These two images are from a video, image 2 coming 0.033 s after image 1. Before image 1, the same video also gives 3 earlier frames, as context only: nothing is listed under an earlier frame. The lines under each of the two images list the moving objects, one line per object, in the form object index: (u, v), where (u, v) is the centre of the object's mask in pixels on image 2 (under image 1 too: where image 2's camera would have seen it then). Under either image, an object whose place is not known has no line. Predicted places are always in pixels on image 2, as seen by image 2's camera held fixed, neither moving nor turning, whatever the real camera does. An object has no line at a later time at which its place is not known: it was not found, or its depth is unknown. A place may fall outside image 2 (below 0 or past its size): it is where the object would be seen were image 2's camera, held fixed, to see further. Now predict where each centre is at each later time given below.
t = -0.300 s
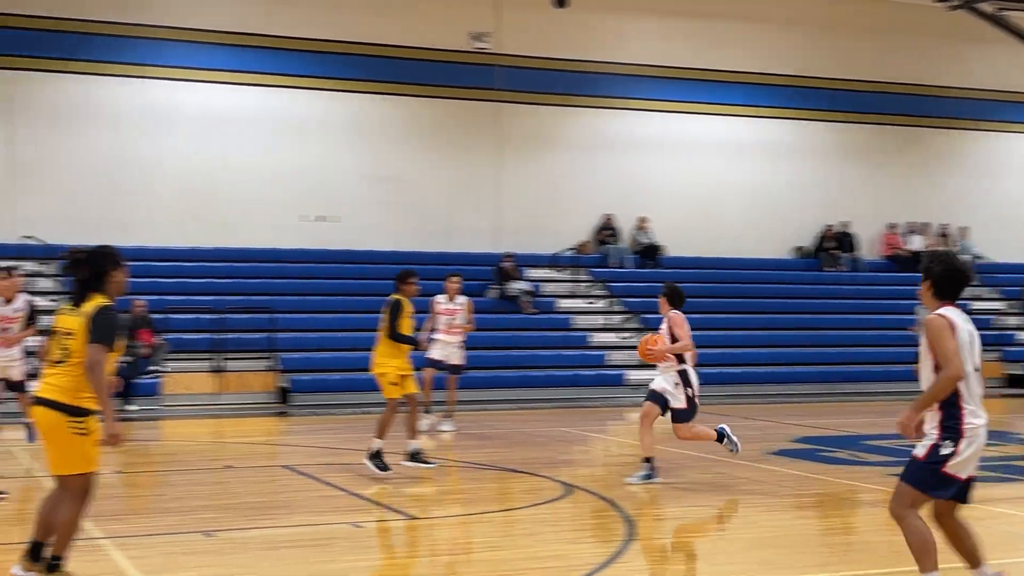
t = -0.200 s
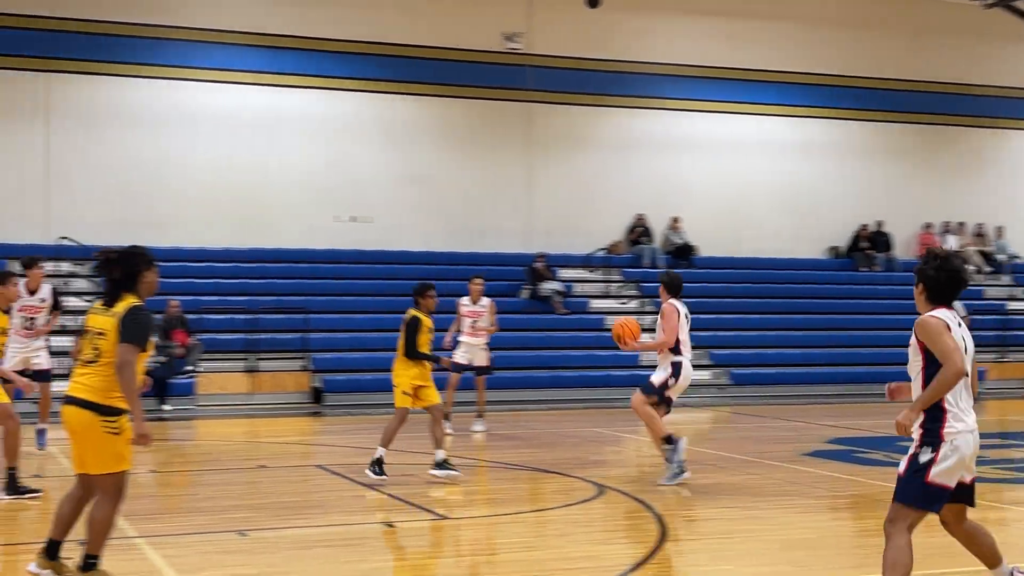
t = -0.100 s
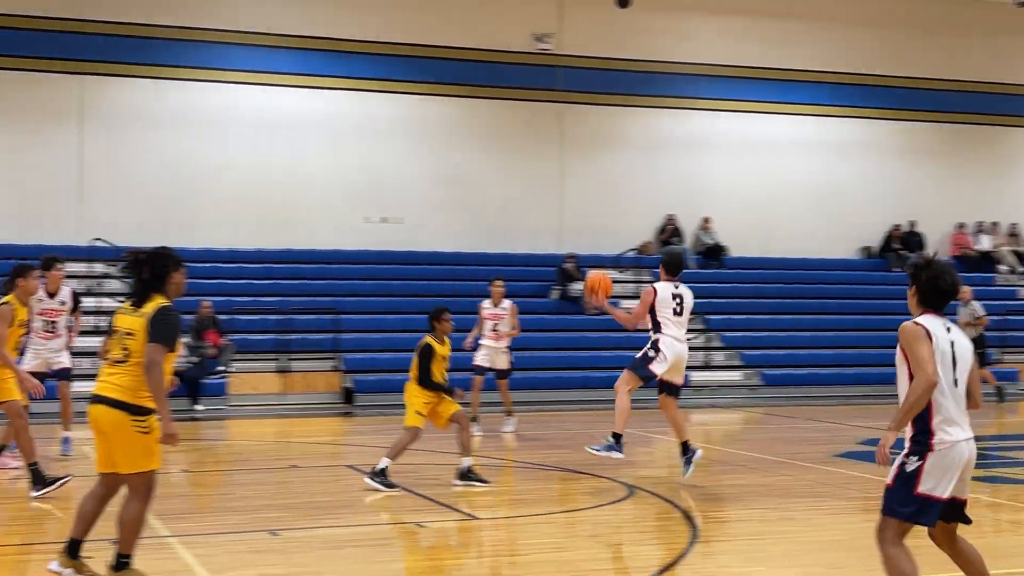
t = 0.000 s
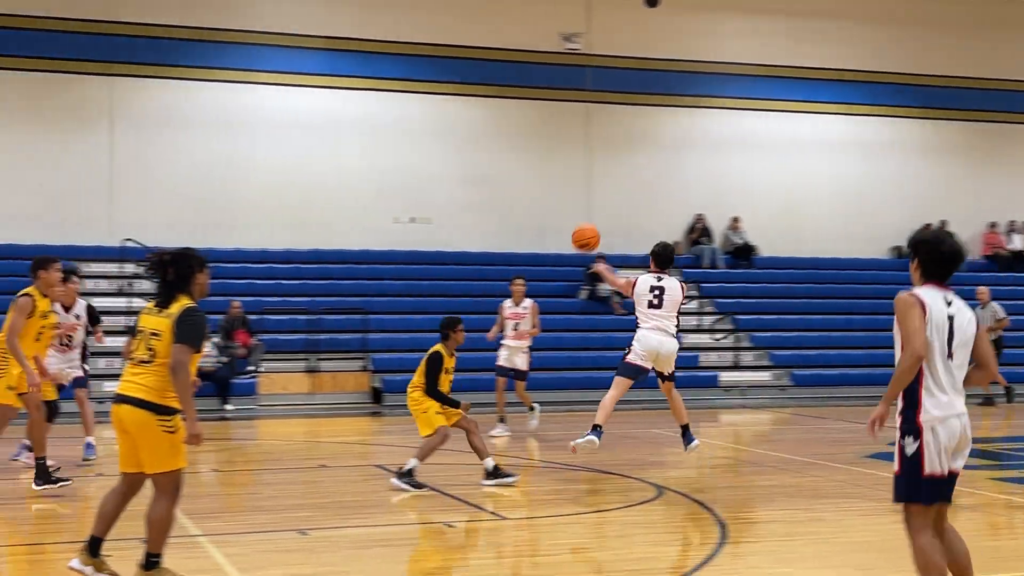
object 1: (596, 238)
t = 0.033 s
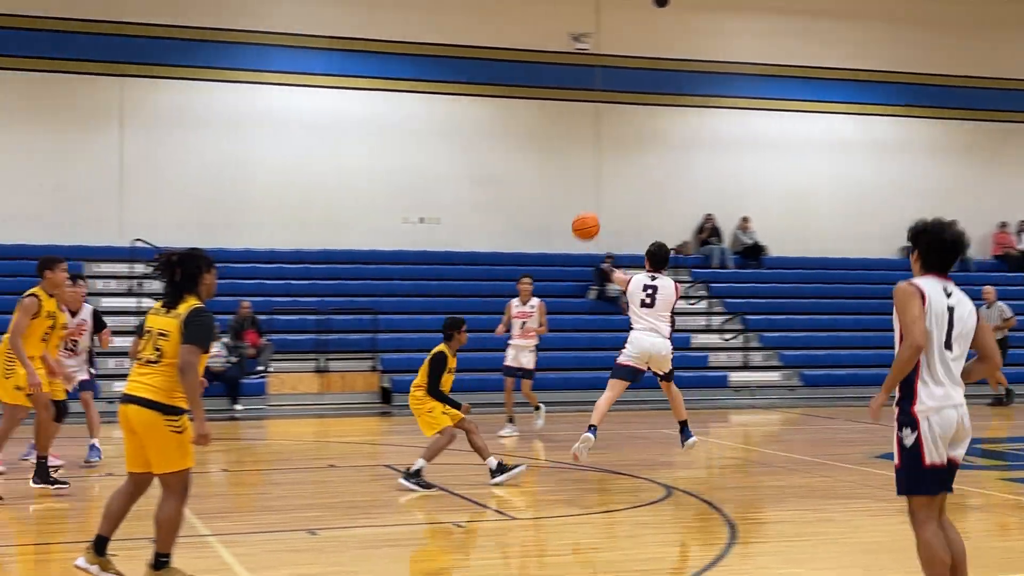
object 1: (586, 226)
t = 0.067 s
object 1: (577, 216)
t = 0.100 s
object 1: (569, 207)
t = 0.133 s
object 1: (561, 200)
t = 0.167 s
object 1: (553, 194)
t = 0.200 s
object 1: (546, 189)
